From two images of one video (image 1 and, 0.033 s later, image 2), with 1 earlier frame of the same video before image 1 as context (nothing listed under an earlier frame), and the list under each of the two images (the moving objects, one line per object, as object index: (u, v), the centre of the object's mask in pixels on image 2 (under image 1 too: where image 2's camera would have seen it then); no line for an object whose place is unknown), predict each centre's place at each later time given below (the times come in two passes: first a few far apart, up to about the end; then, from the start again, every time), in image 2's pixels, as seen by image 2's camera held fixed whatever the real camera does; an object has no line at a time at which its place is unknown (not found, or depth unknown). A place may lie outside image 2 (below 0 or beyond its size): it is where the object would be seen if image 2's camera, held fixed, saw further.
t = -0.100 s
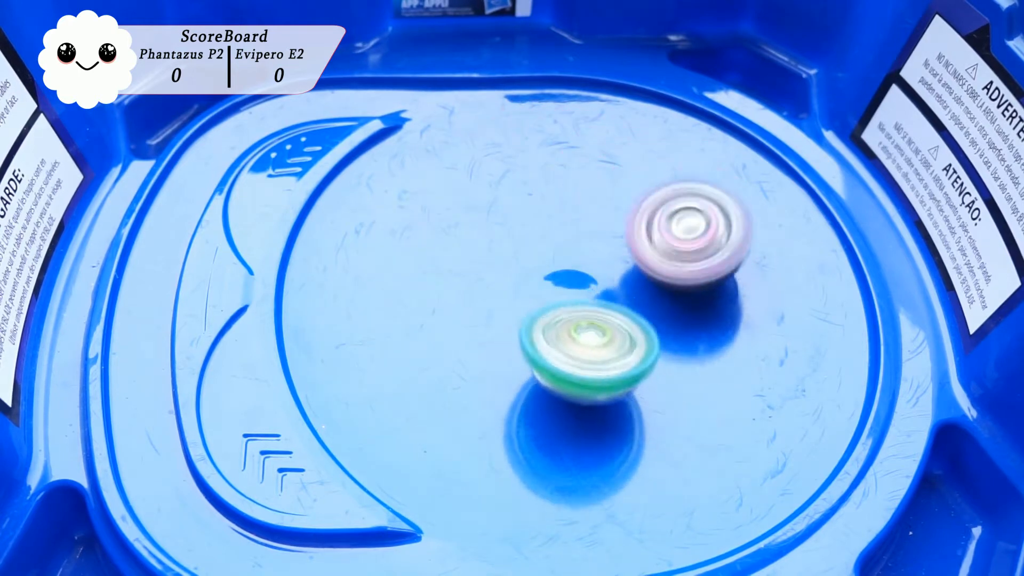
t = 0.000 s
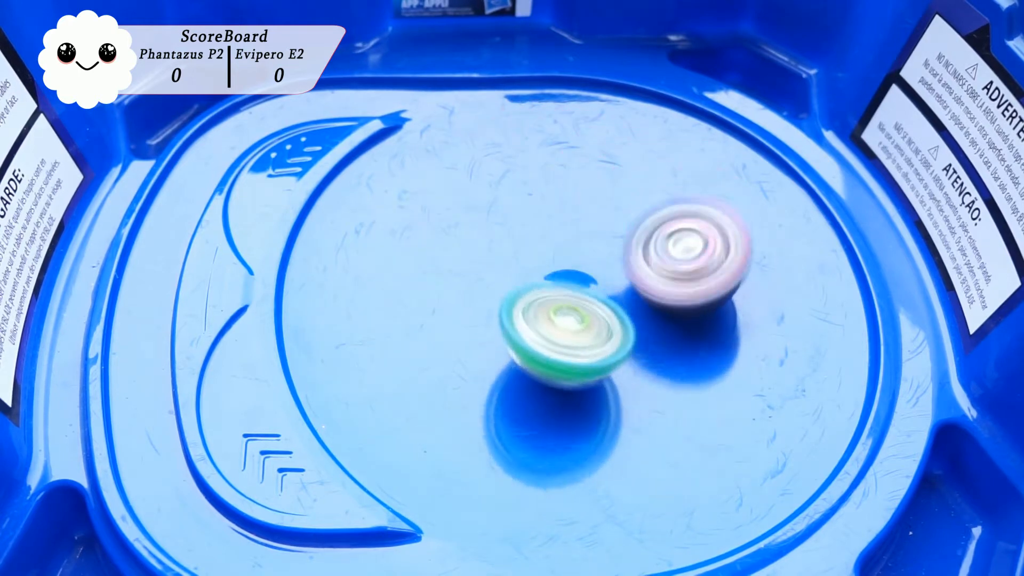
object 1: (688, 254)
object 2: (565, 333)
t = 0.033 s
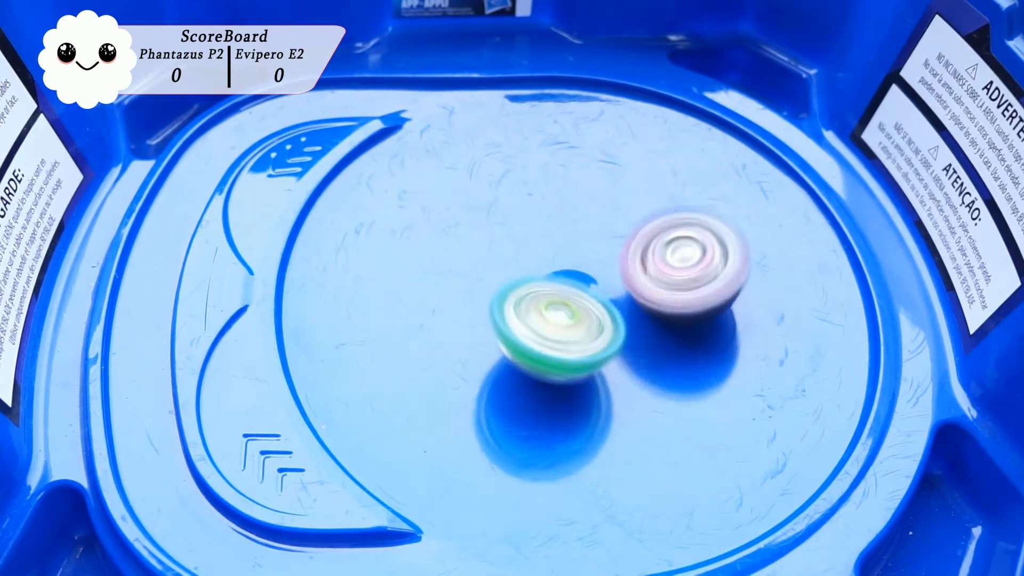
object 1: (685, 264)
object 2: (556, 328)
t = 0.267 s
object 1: (654, 321)
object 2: (504, 273)
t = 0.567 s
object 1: (571, 362)
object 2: (523, 219)
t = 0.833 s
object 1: (502, 346)
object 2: (584, 203)
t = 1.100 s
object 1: (479, 296)
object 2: (646, 226)
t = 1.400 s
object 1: (509, 234)
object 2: (668, 287)
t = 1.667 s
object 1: (567, 205)
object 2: (630, 338)
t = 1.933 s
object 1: (615, 216)
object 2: (553, 341)
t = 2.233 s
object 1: (645, 256)
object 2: (491, 285)
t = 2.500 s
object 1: (637, 300)
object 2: (510, 226)
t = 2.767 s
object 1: (597, 326)
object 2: (588, 200)
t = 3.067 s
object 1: (548, 311)
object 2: (660, 232)
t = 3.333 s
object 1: (529, 273)
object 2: (670, 297)
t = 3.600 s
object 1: (550, 238)
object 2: (601, 351)
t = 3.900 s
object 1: (615, 236)
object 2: (508, 326)
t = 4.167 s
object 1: (659, 273)
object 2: (490, 256)
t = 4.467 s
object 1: (651, 311)
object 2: (570, 197)
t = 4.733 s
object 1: (598, 326)
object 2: (647, 218)
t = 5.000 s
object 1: (531, 310)
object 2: (670, 292)
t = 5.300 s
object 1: (503, 260)
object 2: (582, 355)
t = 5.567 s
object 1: (536, 212)
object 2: (512, 329)
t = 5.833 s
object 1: (598, 198)
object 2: (500, 277)
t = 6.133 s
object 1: (664, 231)
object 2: (515, 250)
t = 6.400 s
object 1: (653, 286)
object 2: (515, 245)
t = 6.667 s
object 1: (604, 329)
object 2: (515, 239)
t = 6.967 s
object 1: (542, 328)
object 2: (547, 217)
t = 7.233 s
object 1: (501, 301)
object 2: (626, 238)
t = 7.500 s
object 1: (515, 263)
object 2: (681, 300)
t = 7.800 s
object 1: (574, 224)
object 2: (590, 342)
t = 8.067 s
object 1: (635, 243)
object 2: (504, 290)
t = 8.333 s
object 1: (668, 291)
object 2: (530, 212)
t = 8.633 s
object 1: (636, 331)
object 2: (590, 207)
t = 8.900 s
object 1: (568, 324)
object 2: (617, 235)
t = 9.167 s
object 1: (511, 302)
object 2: (644, 213)
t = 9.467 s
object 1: (519, 264)
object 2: (662, 247)
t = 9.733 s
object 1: (498, 266)
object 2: (703, 291)
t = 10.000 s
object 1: (508, 281)
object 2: (643, 338)
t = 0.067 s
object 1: (683, 274)
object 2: (547, 322)
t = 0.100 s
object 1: (680, 281)
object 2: (537, 315)
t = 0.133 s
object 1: (676, 290)
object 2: (528, 308)
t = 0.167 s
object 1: (670, 299)
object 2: (520, 299)
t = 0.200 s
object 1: (665, 307)
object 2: (513, 291)
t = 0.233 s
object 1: (660, 314)
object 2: (508, 282)
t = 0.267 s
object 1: (654, 321)
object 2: (504, 273)
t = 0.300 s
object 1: (647, 328)
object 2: (501, 264)
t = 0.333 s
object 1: (640, 335)
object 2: (500, 257)
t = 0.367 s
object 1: (632, 341)
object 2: (500, 250)
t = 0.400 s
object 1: (624, 346)
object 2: (502, 243)
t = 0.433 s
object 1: (614, 352)
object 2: (505, 237)
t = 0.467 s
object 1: (602, 356)
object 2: (508, 231)
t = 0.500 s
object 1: (591, 359)
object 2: (512, 226)
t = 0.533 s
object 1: (580, 361)
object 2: (517, 222)
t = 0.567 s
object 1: (571, 362)
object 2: (523, 219)
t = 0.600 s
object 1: (559, 364)
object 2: (529, 215)
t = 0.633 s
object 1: (547, 363)
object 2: (536, 212)
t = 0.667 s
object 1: (539, 362)
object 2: (543, 209)
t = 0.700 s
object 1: (531, 360)
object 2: (551, 207)
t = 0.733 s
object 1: (524, 358)
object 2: (560, 205)
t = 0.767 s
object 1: (515, 356)
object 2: (568, 204)
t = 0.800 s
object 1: (507, 351)
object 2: (576, 203)
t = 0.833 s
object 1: (502, 346)
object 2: (584, 203)
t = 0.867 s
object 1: (497, 341)
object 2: (593, 205)
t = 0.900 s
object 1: (492, 336)
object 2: (602, 207)
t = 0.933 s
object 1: (488, 331)
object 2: (610, 209)
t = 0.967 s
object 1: (483, 323)
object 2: (618, 211)
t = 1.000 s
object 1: (479, 316)
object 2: (626, 214)
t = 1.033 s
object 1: (479, 309)
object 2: (633, 217)
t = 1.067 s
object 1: (478, 302)
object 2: (640, 221)
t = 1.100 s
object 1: (479, 296)
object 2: (646, 226)
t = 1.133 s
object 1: (479, 290)
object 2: (652, 231)
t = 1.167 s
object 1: (479, 281)
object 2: (656, 237)
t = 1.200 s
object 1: (481, 274)
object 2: (658, 243)
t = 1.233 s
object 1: (485, 266)
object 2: (662, 249)
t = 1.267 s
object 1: (488, 260)
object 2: (664, 256)
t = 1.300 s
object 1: (492, 255)
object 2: (666, 263)
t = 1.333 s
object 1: (498, 250)
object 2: (667, 271)
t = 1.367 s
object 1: (503, 242)
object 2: (668, 279)
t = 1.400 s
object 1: (509, 234)
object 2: (668, 287)
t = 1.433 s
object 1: (517, 228)
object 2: (667, 294)
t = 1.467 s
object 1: (524, 223)
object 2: (665, 301)
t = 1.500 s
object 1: (532, 221)
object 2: (661, 308)
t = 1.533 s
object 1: (539, 218)
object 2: (656, 315)
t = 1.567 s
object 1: (545, 215)
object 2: (651, 322)
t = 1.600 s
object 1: (552, 212)
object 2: (645, 328)
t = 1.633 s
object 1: (559, 207)
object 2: (638, 333)
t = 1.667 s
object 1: (567, 205)
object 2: (630, 338)
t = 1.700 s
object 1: (573, 205)
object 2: (623, 342)
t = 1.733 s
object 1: (580, 205)
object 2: (614, 345)
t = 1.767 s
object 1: (587, 208)
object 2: (603, 346)
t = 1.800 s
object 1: (593, 209)
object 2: (594, 347)
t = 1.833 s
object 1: (599, 211)
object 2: (585, 347)
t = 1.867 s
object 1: (605, 212)
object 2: (573, 346)
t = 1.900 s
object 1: (610, 213)
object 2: (563, 344)
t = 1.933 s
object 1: (615, 216)
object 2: (553, 341)
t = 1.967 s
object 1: (621, 220)
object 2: (543, 338)
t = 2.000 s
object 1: (625, 224)
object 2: (533, 334)
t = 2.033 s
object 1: (628, 228)
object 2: (525, 329)
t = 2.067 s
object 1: (632, 231)
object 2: (517, 323)
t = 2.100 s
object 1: (635, 236)
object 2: (510, 317)
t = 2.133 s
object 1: (639, 241)
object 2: (503, 309)
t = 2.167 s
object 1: (642, 245)
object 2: (498, 302)
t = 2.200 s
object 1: (644, 251)
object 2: (494, 294)
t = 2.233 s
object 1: (645, 256)
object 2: (491, 285)
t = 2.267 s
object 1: (645, 263)
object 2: (488, 277)
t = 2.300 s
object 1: (645, 268)
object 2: (487, 270)
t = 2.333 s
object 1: (645, 273)
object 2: (488, 263)
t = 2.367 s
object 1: (645, 279)
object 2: (491, 255)
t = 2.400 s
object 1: (644, 284)
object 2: (494, 248)
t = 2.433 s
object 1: (642, 289)
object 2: (499, 240)
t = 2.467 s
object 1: (639, 295)
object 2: (504, 233)
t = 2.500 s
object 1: (637, 300)
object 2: (510, 226)
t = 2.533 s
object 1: (634, 303)
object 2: (517, 221)
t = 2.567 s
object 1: (630, 308)
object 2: (526, 215)
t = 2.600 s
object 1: (625, 312)
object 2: (535, 211)
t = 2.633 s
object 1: (619, 316)
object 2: (545, 207)
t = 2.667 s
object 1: (613, 320)
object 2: (554, 204)
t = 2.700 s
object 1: (608, 323)
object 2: (566, 201)
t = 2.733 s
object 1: (602, 325)
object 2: (577, 200)
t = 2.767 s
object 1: (597, 326)
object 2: (588, 200)
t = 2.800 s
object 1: (592, 327)
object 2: (599, 200)
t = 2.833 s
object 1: (587, 328)
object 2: (609, 201)
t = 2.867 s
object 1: (582, 328)
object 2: (618, 204)
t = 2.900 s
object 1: (577, 326)
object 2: (627, 207)
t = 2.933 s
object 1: (571, 324)
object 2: (636, 211)
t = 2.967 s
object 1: (565, 321)
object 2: (643, 216)
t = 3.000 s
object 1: (559, 318)
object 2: (649, 220)
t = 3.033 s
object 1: (553, 314)
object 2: (655, 226)
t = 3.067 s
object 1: (548, 311)
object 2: (660, 232)
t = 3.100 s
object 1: (544, 307)
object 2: (664, 239)
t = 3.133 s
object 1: (541, 303)
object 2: (669, 247)
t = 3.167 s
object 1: (539, 298)
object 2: (672, 254)
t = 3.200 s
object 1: (537, 292)
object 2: (674, 262)
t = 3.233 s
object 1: (535, 286)
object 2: (675, 270)
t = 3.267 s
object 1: (532, 282)
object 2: (674, 279)
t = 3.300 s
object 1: (530, 278)
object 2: (672, 288)
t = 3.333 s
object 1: (529, 273)
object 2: (670, 297)
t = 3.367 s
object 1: (529, 268)
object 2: (667, 307)
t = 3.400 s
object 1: (529, 264)
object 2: (661, 316)
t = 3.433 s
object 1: (530, 260)
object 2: (655, 324)
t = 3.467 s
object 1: (532, 256)
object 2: (647, 331)
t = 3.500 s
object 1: (535, 251)
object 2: (637, 337)
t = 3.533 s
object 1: (540, 247)
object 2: (625, 343)
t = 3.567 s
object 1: (545, 242)
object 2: (613, 348)
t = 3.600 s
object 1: (550, 238)
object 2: (601, 351)
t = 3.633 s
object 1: (557, 235)
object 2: (589, 352)
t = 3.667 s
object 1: (564, 232)
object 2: (577, 352)
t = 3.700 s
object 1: (571, 230)
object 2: (565, 351)
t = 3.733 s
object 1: (578, 229)
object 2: (554, 349)
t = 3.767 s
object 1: (586, 229)
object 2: (543, 347)
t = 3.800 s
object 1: (593, 229)
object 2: (533, 343)
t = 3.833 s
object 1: (600, 231)
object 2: (524, 338)
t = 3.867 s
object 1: (607, 233)
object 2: (515, 332)
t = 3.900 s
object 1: (615, 236)
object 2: (508, 326)
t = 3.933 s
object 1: (622, 239)
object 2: (501, 318)
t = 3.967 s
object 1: (629, 243)
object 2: (495, 310)
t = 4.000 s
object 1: (637, 247)
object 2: (491, 302)
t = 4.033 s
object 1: (643, 251)
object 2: (488, 293)
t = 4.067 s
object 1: (649, 256)
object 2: (486, 283)
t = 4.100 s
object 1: (653, 261)
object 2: (485, 275)
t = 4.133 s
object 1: (656, 266)
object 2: (487, 266)
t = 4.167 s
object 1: (659, 273)
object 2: (490, 256)
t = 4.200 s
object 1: (662, 278)
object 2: (495, 247)
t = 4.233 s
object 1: (663, 284)
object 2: (500, 240)
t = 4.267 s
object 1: (664, 289)
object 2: (508, 231)
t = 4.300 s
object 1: (664, 293)
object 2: (517, 223)
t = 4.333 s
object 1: (663, 297)
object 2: (526, 216)
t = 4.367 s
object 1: (661, 302)
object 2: (537, 210)
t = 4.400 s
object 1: (659, 305)
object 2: (548, 205)
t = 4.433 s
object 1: (655, 308)
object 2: (559, 200)
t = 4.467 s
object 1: (651, 311)
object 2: (570, 197)
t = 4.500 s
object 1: (646, 314)
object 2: (582, 196)
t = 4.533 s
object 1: (641, 317)
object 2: (592, 196)
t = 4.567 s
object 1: (635, 319)
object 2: (604, 198)
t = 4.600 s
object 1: (628, 321)
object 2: (615, 200)
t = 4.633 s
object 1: (621, 323)
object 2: (623, 204)
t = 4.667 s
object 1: (614, 324)
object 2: (632, 208)
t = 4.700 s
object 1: (606, 325)
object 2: (639, 213)
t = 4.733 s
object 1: (598, 326)
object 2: (647, 218)
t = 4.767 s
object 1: (590, 326)
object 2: (653, 225)
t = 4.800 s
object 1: (582, 326)
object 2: (659, 233)
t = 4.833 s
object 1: (573, 325)
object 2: (664, 240)
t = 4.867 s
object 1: (564, 323)
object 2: (668, 250)
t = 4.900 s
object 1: (555, 321)
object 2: (671, 260)
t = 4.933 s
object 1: (547, 318)
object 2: (672, 270)
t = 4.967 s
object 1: (539, 315)
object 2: (673, 281)
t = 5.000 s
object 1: (531, 310)
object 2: (670, 292)
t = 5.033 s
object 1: (525, 306)
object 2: (668, 303)
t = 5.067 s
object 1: (519, 301)
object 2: (663, 313)
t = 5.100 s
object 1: (514, 295)
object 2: (654, 322)
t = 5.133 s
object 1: (509, 290)
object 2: (647, 331)
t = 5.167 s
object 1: (506, 284)
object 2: (636, 339)
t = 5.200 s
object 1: (503, 279)
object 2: (623, 345)
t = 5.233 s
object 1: (502, 273)
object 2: (610, 351)
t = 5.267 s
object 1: (502, 266)
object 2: (596, 354)
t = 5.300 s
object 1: (503, 260)
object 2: (582, 355)
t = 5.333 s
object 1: (504, 254)
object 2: (569, 355)
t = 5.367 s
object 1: (506, 248)
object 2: (556, 352)
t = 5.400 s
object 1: (510, 243)
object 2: (544, 350)
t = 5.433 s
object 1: (514, 234)
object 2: (536, 349)
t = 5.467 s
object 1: (519, 227)
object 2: (527, 346)
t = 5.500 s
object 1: (524, 222)
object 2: (523, 342)
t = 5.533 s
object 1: (530, 216)
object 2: (517, 335)
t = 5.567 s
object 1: (536, 212)
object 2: (512, 329)
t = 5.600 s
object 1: (542, 208)
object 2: (509, 322)
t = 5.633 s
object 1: (549, 205)
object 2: (506, 312)
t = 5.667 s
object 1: (556, 203)
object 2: (504, 305)
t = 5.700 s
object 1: (563, 202)
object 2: (504, 294)
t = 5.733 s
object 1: (570, 200)
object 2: (502, 284)
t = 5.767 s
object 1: (579, 198)
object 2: (500, 280)
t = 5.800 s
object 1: (589, 197)
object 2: (499, 277)
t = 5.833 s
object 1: (598, 198)
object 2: (500, 277)
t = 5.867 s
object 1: (605, 201)
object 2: (504, 274)
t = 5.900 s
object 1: (612, 204)
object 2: (507, 272)
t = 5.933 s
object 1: (619, 208)
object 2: (512, 269)
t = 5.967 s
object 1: (626, 212)
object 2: (519, 265)
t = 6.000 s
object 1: (632, 216)
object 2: (526, 262)
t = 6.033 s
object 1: (641, 219)
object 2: (527, 256)
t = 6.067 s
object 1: (654, 221)
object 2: (523, 256)
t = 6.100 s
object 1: (661, 225)
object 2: (520, 254)
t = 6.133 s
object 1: (664, 231)
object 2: (515, 250)
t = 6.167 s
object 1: (666, 237)
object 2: (510, 248)
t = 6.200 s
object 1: (667, 244)
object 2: (508, 245)
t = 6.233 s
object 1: (667, 252)
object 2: (507, 244)
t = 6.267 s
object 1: (665, 260)
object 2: (511, 243)
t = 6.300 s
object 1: (664, 267)
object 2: (512, 243)
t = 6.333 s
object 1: (662, 274)
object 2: (514, 244)
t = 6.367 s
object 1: (657, 280)
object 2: (514, 244)
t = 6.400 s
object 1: (653, 286)
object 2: (515, 245)
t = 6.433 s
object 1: (648, 292)
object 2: (517, 244)
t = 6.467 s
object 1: (642, 297)
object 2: (517, 245)
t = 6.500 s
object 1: (636, 304)
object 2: (519, 246)
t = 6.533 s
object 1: (632, 312)
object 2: (515, 243)
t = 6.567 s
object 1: (626, 317)
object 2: (513, 241)
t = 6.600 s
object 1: (617, 322)
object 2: (513, 241)
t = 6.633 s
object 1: (610, 325)
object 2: (514, 241)
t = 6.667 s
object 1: (604, 329)
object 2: (515, 239)
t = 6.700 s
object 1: (597, 333)
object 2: (516, 238)
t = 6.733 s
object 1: (591, 337)
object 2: (518, 233)
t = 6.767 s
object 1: (585, 337)
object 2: (520, 231)
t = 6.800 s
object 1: (577, 336)
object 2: (522, 228)
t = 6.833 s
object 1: (570, 336)
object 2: (524, 226)
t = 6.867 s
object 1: (562, 337)
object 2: (528, 222)
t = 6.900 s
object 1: (554, 335)
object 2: (534, 219)
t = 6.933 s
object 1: (548, 332)
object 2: (539, 217)
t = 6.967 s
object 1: (542, 328)
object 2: (547, 217)
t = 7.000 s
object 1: (535, 326)
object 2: (554, 215)
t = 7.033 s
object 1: (528, 325)
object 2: (564, 213)
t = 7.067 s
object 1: (522, 321)
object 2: (574, 213)
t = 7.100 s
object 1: (516, 317)
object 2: (582, 215)
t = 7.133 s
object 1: (513, 312)
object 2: (590, 219)
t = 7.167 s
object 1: (512, 308)
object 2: (598, 225)
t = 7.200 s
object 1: (510, 303)
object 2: (606, 231)
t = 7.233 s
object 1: (501, 301)
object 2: (626, 238)
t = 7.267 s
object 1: (494, 297)
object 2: (643, 242)
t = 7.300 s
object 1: (490, 293)
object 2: (654, 249)
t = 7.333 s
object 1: (492, 289)
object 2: (666, 256)
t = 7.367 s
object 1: (495, 284)
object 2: (673, 266)
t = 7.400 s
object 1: (500, 279)
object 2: (678, 274)
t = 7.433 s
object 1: (506, 273)
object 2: (682, 284)
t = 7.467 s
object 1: (510, 266)
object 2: (682, 291)
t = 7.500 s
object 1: (515, 263)
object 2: (681, 300)
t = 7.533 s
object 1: (522, 261)
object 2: (677, 308)
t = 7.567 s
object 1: (530, 257)
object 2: (671, 315)
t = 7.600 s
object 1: (538, 252)
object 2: (662, 322)
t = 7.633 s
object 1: (544, 246)
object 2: (652, 327)
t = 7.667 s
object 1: (550, 241)
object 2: (640, 330)
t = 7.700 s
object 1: (552, 235)
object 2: (630, 339)
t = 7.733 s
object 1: (560, 230)
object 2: (618, 342)
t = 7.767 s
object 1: (567, 227)
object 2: (604, 343)
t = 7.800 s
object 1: (574, 224)
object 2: (590, 342)
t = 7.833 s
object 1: (580, 226)
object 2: (575, 339)
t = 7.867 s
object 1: (587, 230)
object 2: (561, 334)
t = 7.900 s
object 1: (596, 232)
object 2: (549, 330)
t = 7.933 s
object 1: (606, 231)
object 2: (535, 325)
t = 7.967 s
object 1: (614, 229)
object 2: (524, 318)
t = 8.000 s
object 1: (620, 234)
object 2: (515, 309)
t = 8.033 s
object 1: (629, 238)
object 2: (510, 300)
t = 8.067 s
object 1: (635, 243)
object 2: (504, 290)
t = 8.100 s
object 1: (640, 244)
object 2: (501, 279)
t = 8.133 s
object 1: (643, 248)
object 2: (502, 269)
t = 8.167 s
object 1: (645, 255)
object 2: (504, 260)
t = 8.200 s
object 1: (650, 262)
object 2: (508, 249)
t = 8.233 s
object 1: (652, 265)
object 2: (515, 241)
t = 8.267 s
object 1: (654, 270)
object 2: (523, 233)
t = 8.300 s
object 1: (656, 279)
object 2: (530, 224)
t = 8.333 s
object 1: (668, 291)
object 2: (530, 212)
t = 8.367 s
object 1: (673, 301)
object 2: (530, 202)
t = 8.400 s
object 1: (673, 306)
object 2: (536, 198)
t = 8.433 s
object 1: (670, 312)
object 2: (541, 194)
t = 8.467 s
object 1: (666, 317)
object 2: (548, 193)
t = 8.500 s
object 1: (663, 322)
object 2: (556, 192)
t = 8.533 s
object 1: (657, 324)
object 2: (565, 193)
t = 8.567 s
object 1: (650, 327)
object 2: (574, 195)
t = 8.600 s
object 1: (643, 329)
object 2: (582, 200)
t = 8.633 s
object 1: (636, 331)
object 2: (590, 207)
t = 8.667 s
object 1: (628, 330)
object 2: (597, 215)
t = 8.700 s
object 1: (619, 331)
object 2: (605, 222)
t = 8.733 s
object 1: (609, 335)
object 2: (612, 226)
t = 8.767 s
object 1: (600, 337)
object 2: (615, 229)
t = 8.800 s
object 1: (591, 335)
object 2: (619, 231)
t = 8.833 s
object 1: (582, 332)
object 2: (619, 233)
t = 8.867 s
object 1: (575, 329)
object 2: (619, 234)
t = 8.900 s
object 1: (568, 324)
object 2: (617, 235)
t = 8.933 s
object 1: (557, 324)
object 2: (620, 234)
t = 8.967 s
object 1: (537, 327)
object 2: (632, 230)
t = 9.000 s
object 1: (524, 328)
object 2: (642, 224)
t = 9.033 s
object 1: (514, 324)
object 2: (646, 220)
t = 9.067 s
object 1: (510, 319)
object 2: (648, 217)
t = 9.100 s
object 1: (509, 314)
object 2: (647, 214)
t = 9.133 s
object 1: (510, 309)
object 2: (646, 212)
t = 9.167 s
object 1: (511, 302)
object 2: (644, 213)
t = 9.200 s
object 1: (513, 299)
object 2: (642, 215)
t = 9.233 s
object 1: (517, 294)
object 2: (640, 217)
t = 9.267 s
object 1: (521, 287)
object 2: (640, 220)
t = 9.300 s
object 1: (525, 283)
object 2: (640, 224)
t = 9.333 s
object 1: (530, 281)
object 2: (639, 228)
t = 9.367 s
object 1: (526, 277)
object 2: (646, 229)
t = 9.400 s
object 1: (524, 273)
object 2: (651, 233)
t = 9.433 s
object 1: (527, 272)
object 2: (653, 238)
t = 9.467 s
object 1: (519, 264)
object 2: (662, 247)
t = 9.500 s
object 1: (501, 260)
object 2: (679, 256)
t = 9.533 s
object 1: (495, 261)
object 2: (690, 261)
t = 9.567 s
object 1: (492, 257)
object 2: (701, 265)
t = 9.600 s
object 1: (489, 256)
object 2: (707, 272)
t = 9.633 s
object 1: (493, 260)
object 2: (711, 275)
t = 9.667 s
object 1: (495, 259)
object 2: (710, 280)
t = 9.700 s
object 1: (494, 263)
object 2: (707, 286)
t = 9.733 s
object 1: (498, 266)
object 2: (703, 291)
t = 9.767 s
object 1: (498, 263)
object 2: (697, 297)
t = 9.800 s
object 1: (500, 269)
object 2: (689, 303)
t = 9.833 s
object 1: (502, 269)
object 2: (681, 310)
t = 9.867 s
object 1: (501, 269)
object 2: (672, 315)
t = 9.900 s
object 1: (504, 274)
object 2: (664, 322)
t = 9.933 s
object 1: (507, 273)
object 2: (654, 327)
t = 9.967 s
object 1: (505, 275)
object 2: (648, 333)
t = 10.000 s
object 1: (508, 281)
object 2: (643, 338)
